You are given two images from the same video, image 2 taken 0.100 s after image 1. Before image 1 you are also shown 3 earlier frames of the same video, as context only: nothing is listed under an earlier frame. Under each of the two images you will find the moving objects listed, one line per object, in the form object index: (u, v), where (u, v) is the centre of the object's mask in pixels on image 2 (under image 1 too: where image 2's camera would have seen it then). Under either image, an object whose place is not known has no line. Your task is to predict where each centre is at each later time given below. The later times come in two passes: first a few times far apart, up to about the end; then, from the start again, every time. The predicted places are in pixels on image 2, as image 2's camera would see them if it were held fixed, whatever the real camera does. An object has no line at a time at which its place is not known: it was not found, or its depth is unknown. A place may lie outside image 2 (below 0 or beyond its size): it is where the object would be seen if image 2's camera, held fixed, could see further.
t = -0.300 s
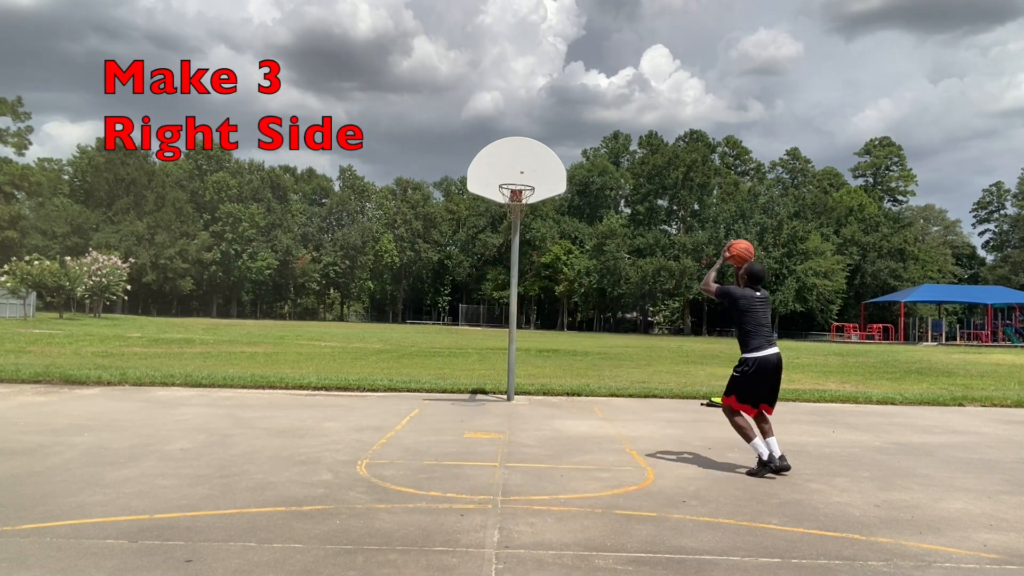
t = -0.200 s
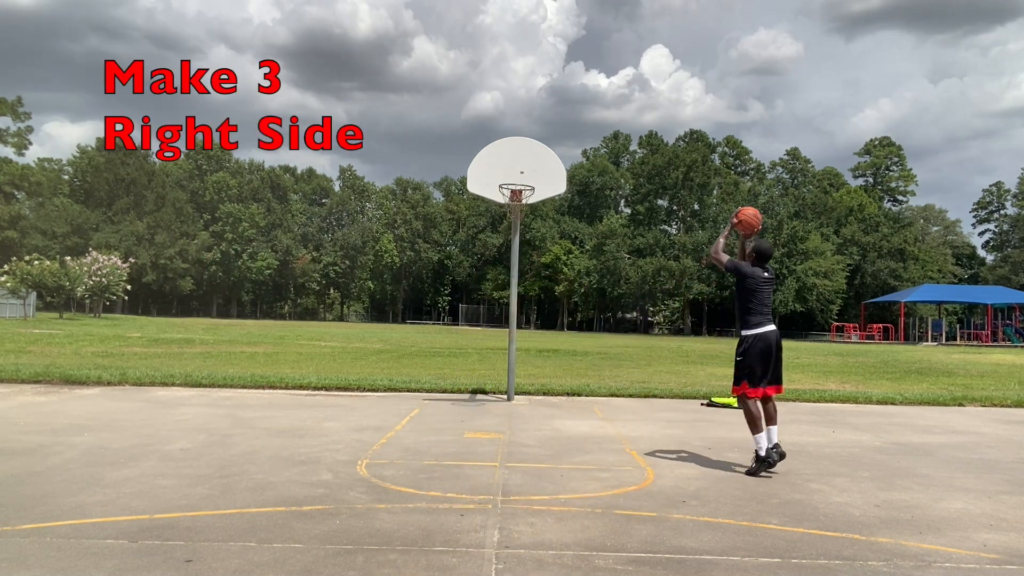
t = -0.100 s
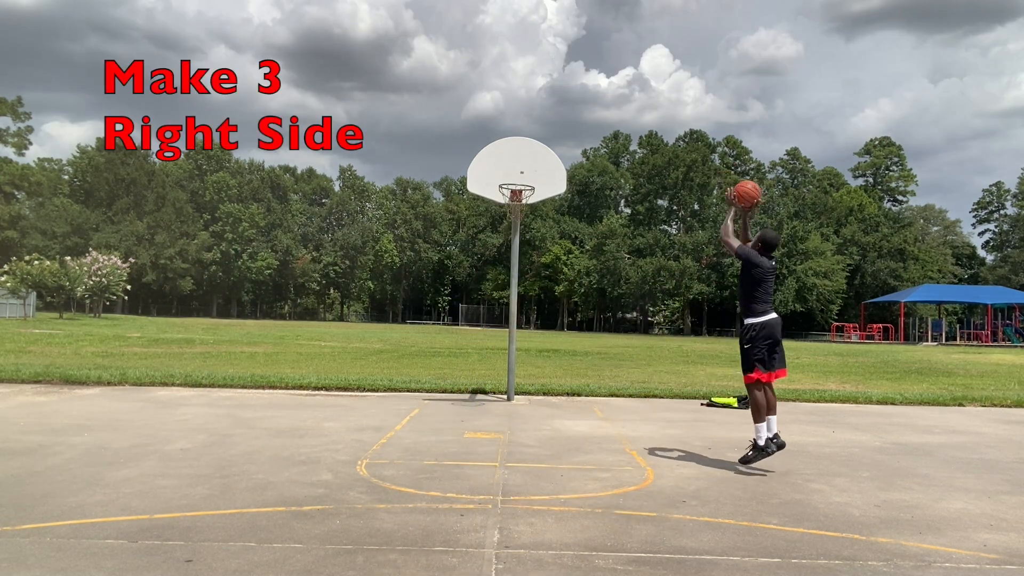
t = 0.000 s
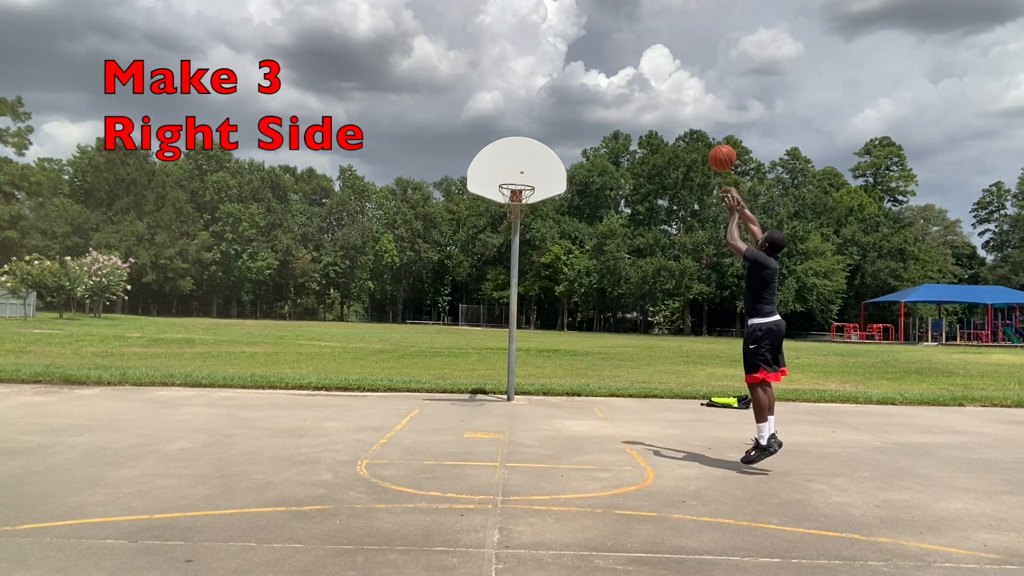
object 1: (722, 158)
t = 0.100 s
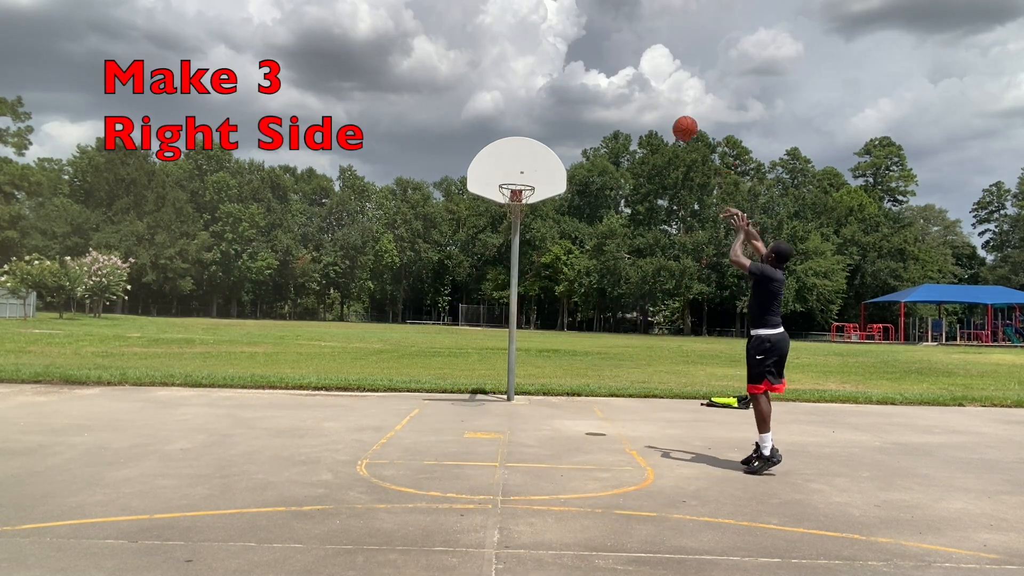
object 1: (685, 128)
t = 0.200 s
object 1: (651, 112)
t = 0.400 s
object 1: (594, 109)
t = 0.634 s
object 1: (540, 144)
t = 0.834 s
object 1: (510, 195)
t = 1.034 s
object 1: (523, 204)
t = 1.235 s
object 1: (521, 221)
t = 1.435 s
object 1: (516, 264)
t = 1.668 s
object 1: (509, 352)
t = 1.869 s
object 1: (504, 377)
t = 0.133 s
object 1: (673, 121)
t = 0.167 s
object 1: (662, 116)
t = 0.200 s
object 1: (651, 112)
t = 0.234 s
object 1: (641, 108)
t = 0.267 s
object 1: (631, 107)
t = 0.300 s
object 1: (622, 106)
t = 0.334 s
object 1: (612, 106)
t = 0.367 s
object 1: (603, 107)
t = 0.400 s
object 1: (594, 109)
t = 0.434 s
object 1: (586, 112)
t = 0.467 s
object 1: (578, 115)
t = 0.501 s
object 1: (570, 120)
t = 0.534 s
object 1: (562, 125)
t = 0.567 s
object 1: (554, 131)
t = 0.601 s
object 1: (547, 137)
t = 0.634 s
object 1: (540, 144)
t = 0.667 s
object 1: (532, 152)
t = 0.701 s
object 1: (526, 160)
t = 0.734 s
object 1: (519, 169)
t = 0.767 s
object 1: (512, 178)
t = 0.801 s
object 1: (508, 187)
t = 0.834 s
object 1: (510, 195)
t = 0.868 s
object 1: (513, 199)
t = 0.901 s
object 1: (517, 200)
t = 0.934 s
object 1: (519, 200)
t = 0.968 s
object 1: (521, 201)
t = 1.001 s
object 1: (522, 203)
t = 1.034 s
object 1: (523, 204)
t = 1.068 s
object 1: (524, 206)
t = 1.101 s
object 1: (524, 208)
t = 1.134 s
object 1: (524, 211)
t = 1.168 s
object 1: (523, 213)
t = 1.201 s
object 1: (521, 217)
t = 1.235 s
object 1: (521, 221)
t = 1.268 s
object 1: (520, 226)
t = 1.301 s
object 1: (519, 232)
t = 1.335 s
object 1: (519, 239)
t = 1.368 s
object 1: (517, 246)
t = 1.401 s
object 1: (517, 255)
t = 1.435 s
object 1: (516, 264)
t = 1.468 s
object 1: (515, 274)
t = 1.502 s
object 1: (514, 285)
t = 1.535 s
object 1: (513, 296)
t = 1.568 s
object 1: (512, 309)
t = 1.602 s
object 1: (511, 322)
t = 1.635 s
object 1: (510, 337)
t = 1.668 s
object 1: (509, 352)
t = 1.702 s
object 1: (508, 367)
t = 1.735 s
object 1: (507, 384)
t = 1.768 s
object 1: (506, 402)
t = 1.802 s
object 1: (505, 407)
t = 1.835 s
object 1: (504, 392)
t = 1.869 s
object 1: (504, 377)
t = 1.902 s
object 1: (503, 364)
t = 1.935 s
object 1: (503, 352)
